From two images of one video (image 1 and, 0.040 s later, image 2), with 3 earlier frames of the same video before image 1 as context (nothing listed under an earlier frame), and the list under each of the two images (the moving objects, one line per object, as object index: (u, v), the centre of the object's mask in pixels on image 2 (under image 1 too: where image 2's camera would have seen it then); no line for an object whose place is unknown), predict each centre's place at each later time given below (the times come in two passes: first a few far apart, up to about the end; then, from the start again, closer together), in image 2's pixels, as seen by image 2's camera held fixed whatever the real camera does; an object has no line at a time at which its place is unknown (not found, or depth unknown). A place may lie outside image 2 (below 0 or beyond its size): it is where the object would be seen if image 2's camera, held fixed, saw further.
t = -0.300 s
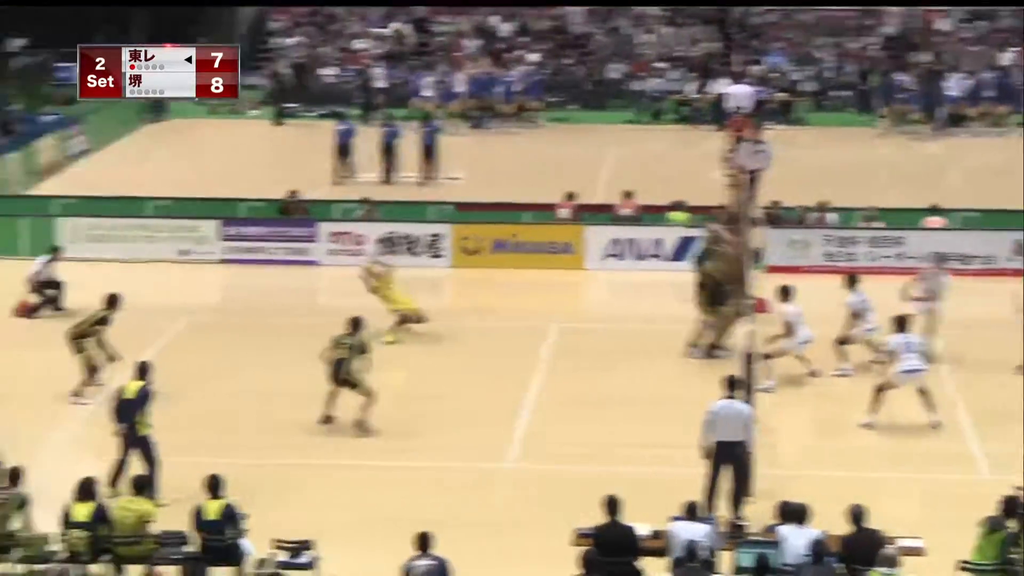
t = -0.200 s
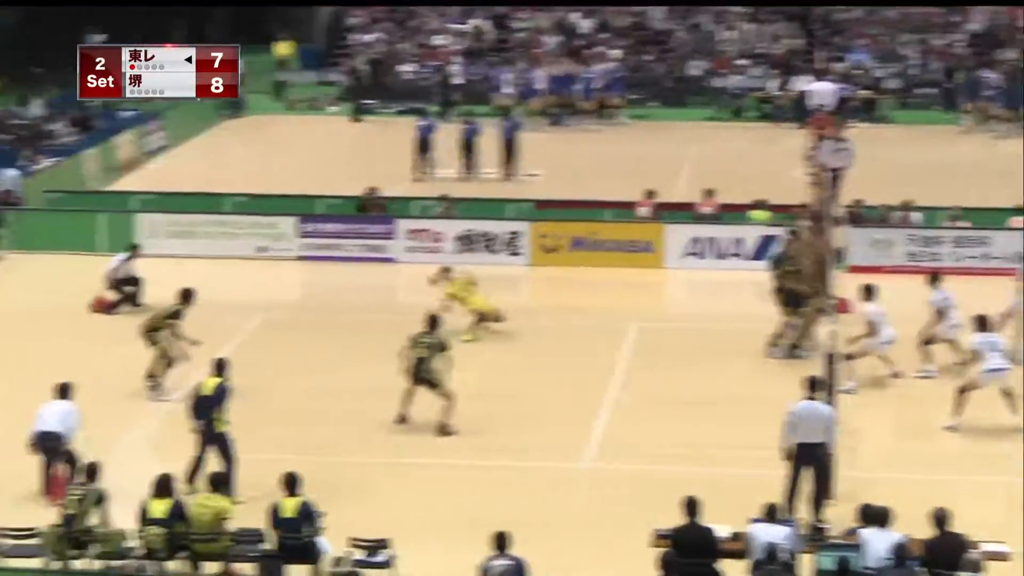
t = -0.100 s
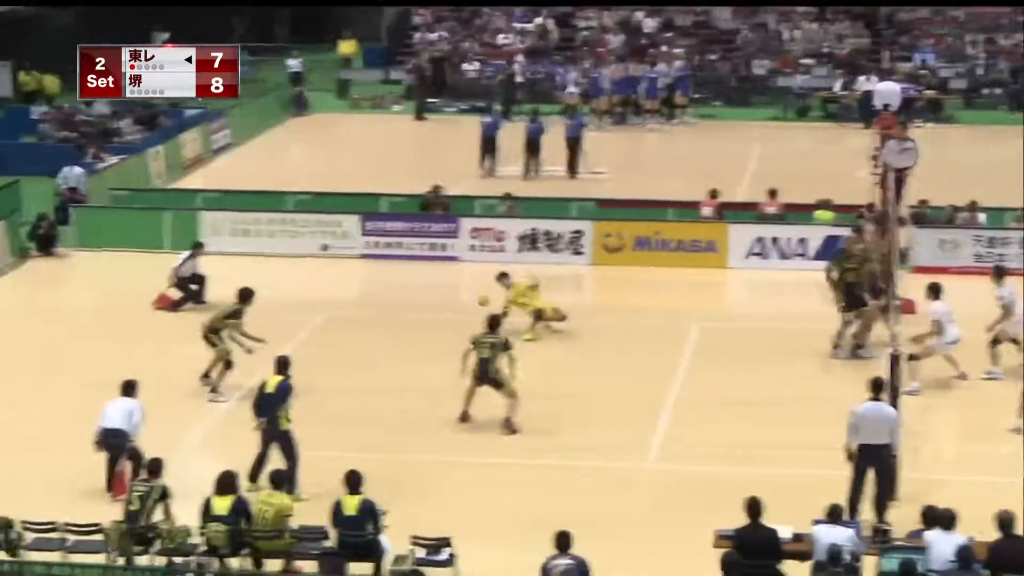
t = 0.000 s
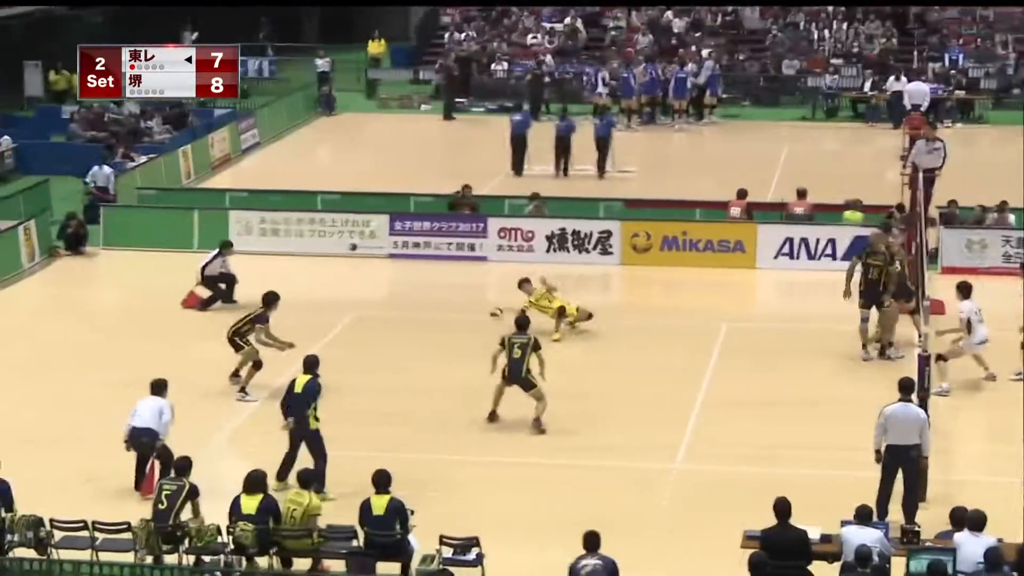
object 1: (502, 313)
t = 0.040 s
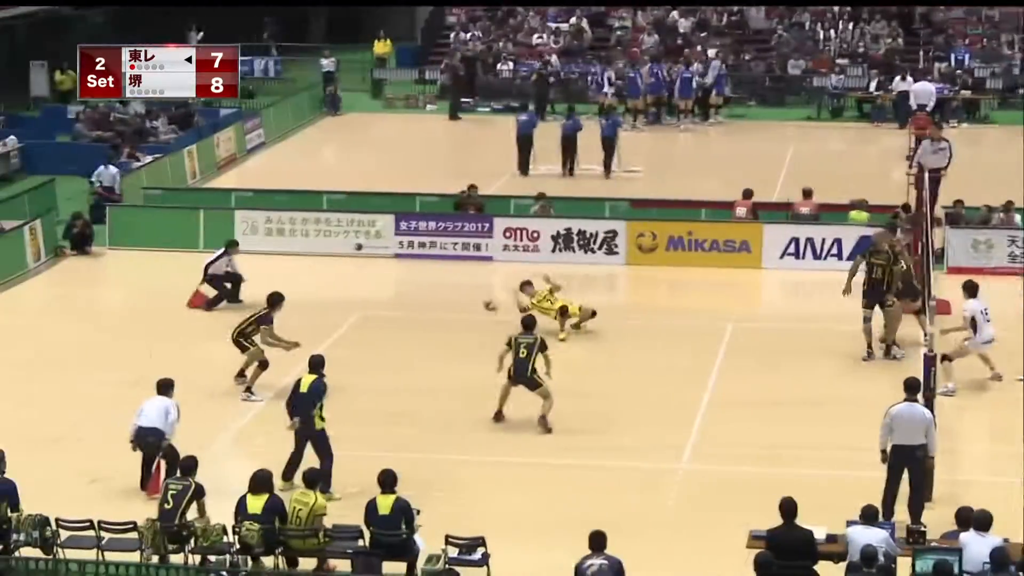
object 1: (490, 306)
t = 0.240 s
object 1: (434, 284)
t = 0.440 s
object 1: (379, 286)
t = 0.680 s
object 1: (312, 326)
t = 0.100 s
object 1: (474, 297)
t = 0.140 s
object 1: (462, 290)
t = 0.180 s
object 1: (452, 286)
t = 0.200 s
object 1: (445, 285)
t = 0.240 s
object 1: (434, 284)
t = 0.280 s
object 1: (423, 280)
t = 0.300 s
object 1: (418, 280)
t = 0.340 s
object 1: (407, 281)
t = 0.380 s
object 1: (396, 282)
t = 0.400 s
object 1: (390, 283)
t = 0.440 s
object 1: (379, 286)
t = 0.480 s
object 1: (367, 290)
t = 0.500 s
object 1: (363, 292)
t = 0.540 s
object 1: (352, 298)
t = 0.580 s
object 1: (340, 303)
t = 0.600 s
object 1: (335, 307)
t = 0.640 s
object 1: (324, 316)
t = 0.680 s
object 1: (312, 326)
